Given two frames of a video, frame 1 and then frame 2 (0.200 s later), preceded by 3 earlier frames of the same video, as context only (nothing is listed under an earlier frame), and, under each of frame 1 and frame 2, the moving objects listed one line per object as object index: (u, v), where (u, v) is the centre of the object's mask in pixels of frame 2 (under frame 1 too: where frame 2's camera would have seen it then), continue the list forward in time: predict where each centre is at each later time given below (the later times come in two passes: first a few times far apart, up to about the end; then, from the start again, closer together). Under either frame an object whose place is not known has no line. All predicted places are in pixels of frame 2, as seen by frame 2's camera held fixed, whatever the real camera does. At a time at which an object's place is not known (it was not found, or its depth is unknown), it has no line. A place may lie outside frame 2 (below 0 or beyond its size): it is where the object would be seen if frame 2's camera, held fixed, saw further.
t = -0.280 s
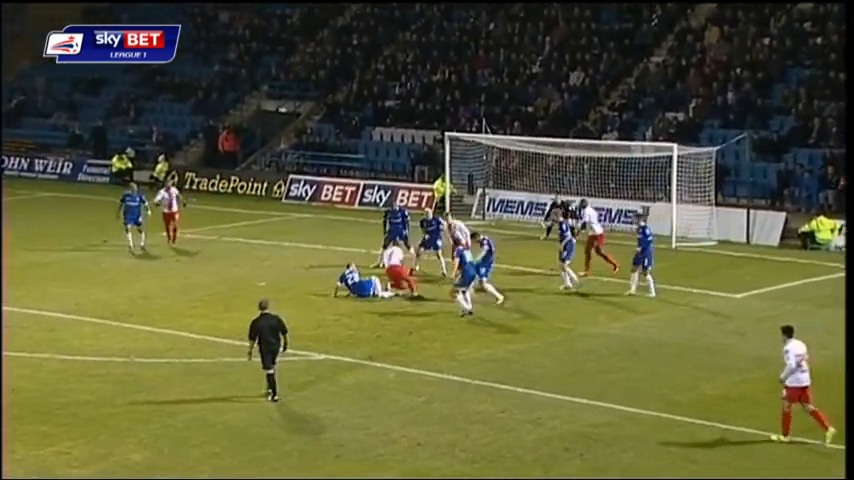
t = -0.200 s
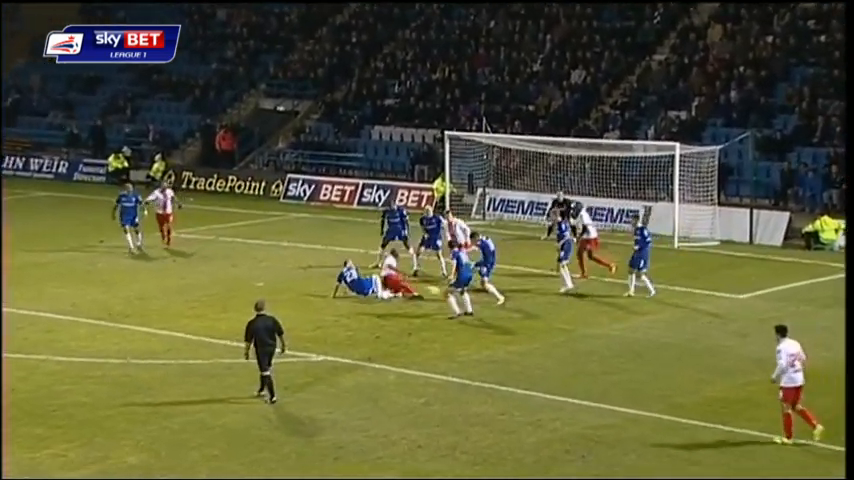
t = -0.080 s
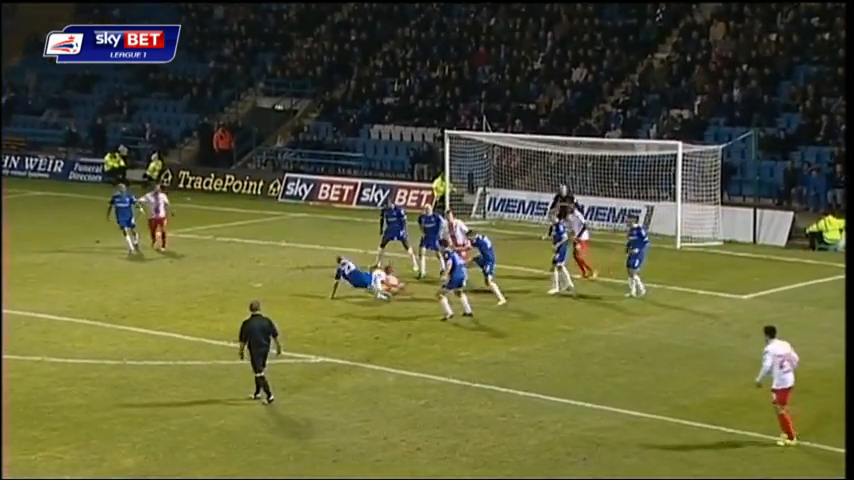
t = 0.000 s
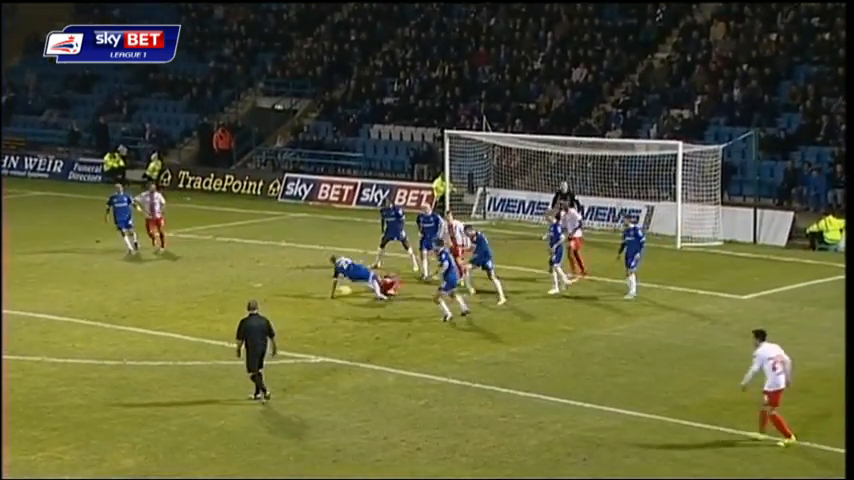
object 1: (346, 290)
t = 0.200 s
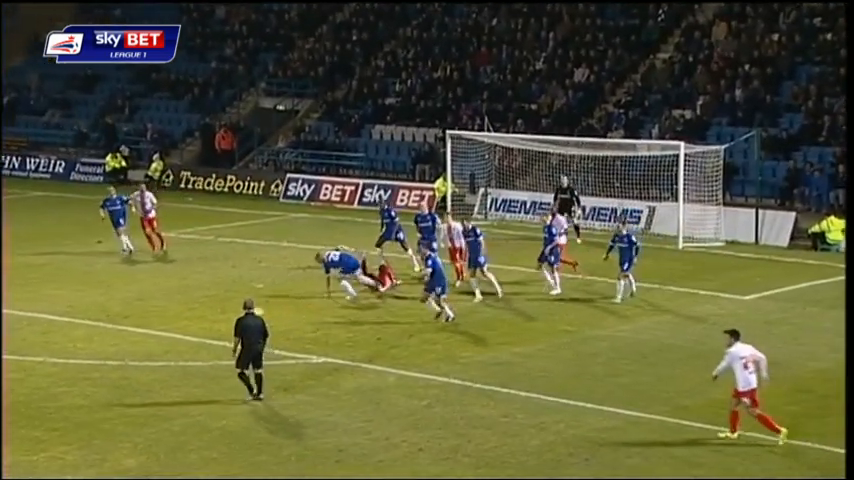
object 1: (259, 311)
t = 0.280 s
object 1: (220, 328)
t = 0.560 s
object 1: (119, 340)
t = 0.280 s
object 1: (220, 328)
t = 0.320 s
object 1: (202, 338)
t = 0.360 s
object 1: (188, 337)
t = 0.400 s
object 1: (174, 336)
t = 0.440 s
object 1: (161, 336)
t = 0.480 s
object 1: (147, 336)
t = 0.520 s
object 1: (133, 338)
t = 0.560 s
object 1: (119, 340)
